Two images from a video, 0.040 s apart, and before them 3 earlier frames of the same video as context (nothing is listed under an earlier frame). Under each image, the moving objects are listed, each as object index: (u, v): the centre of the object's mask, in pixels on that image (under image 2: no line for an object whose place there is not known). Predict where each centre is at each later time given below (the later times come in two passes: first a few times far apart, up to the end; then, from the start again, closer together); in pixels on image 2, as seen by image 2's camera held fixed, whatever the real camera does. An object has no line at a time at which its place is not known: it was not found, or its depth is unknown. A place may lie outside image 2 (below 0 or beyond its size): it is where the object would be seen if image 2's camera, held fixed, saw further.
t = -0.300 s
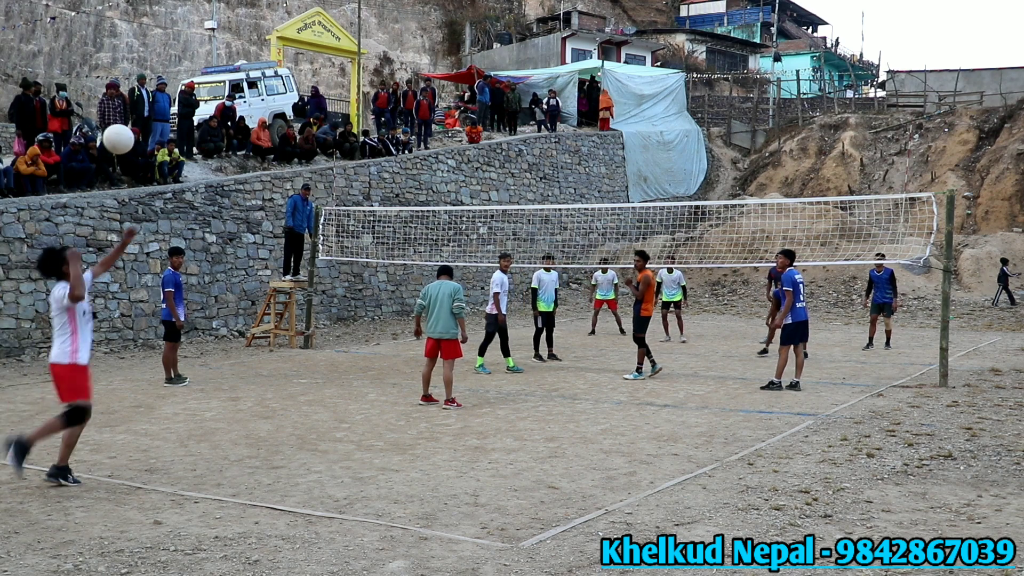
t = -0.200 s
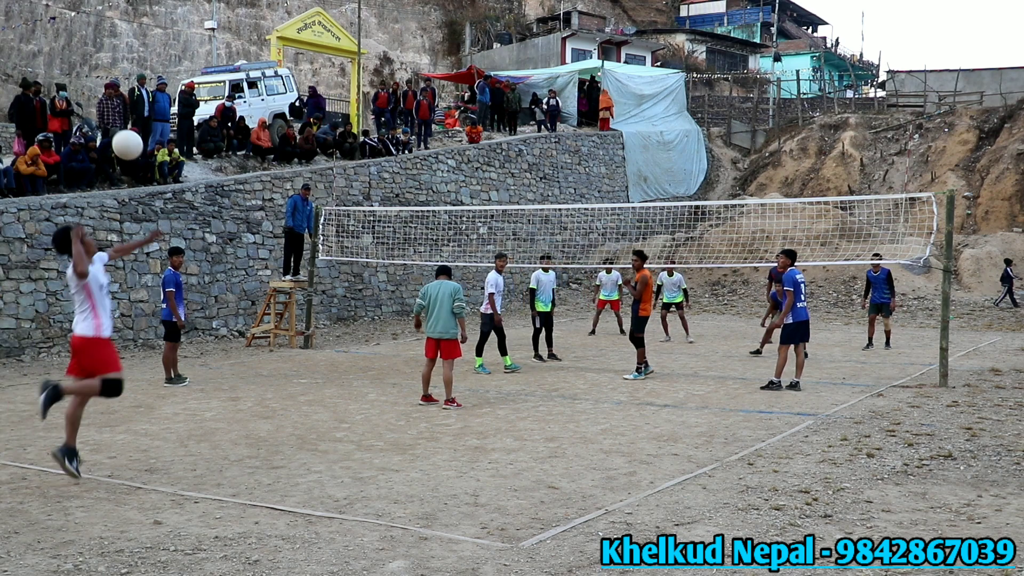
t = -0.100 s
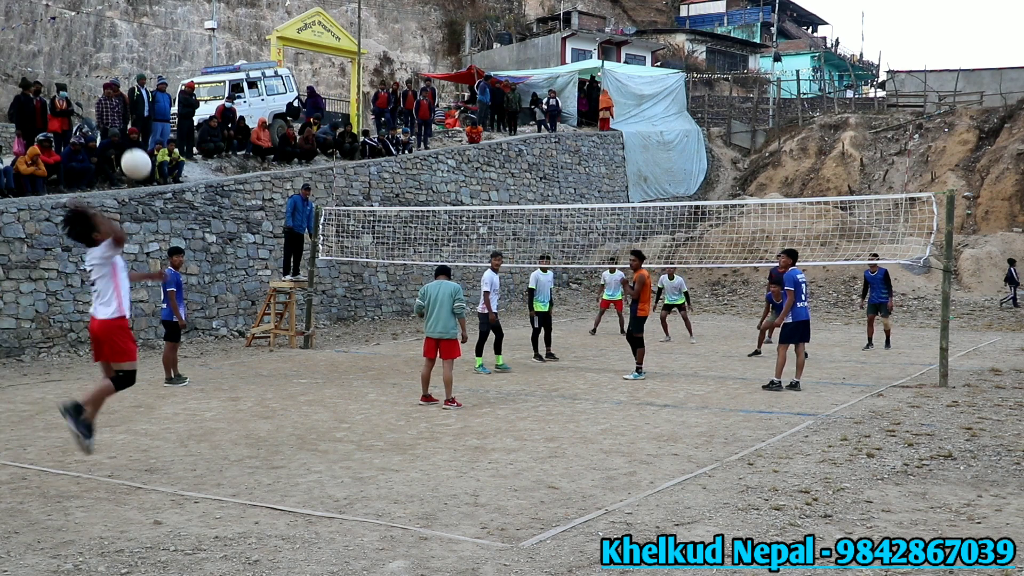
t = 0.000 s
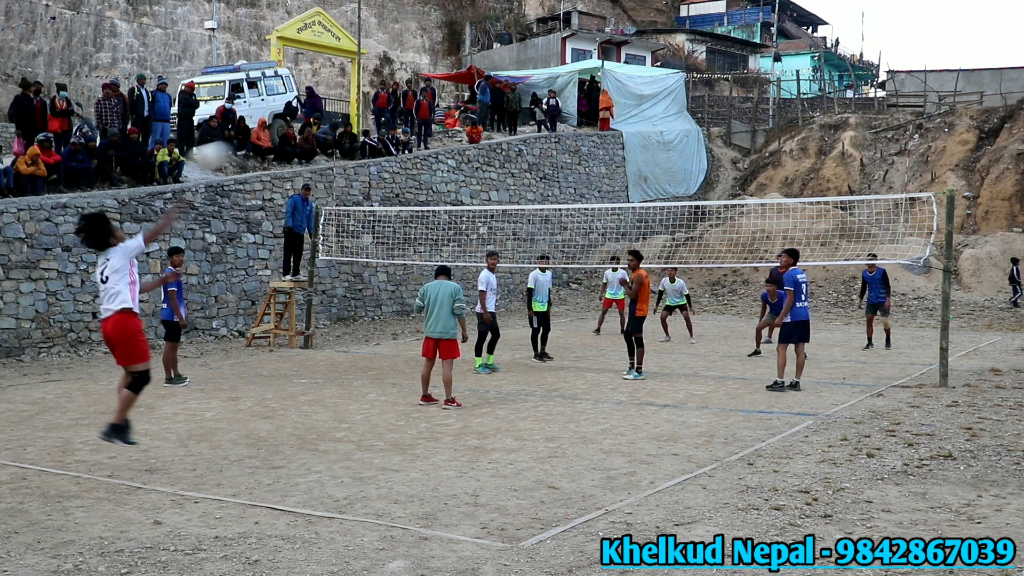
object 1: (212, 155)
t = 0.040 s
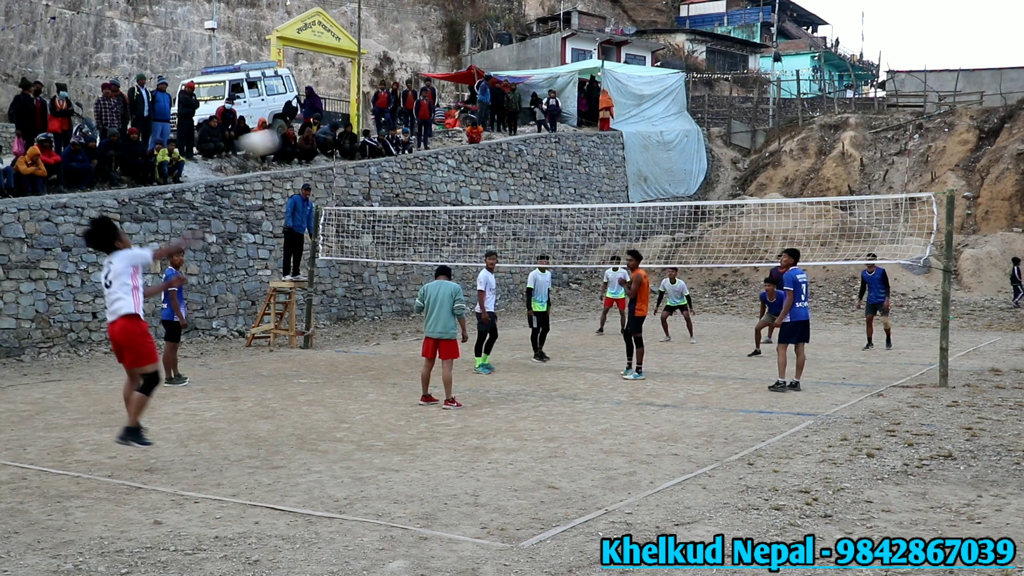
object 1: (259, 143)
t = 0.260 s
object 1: (453, 126)
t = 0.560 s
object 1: (605, 178)
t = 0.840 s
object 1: (660, 208)
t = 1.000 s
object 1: (677, 226)
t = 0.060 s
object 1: (281, 139)
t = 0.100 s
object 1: (323, 131)
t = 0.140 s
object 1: (361, 126)
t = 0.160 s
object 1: (378, 125)
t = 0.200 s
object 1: (409, 124)
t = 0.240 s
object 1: (437, 125)
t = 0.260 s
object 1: (453, 126)
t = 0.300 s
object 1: (477, 129)
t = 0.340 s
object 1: (501, 133)
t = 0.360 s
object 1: (513, 136)
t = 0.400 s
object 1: (535, 143)
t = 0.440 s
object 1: (554, 150)
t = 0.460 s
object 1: (563, 154)
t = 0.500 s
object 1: (581, 163)
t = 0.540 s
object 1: (597, 173)
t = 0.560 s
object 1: (605, 178)
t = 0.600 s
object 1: (619, 188)
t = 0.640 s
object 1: (632, 200)
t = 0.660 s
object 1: (638, 204)
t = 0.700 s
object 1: (643, 205)
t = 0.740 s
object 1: (648, 203)
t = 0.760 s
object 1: (651, 203)
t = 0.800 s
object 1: (655, 206)
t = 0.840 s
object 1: (660, 208)
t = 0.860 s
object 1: (662, 209)
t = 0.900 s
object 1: (666, 212)
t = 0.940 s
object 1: (670, 217)
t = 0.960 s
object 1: (673, 220)
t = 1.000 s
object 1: (677, 226)
